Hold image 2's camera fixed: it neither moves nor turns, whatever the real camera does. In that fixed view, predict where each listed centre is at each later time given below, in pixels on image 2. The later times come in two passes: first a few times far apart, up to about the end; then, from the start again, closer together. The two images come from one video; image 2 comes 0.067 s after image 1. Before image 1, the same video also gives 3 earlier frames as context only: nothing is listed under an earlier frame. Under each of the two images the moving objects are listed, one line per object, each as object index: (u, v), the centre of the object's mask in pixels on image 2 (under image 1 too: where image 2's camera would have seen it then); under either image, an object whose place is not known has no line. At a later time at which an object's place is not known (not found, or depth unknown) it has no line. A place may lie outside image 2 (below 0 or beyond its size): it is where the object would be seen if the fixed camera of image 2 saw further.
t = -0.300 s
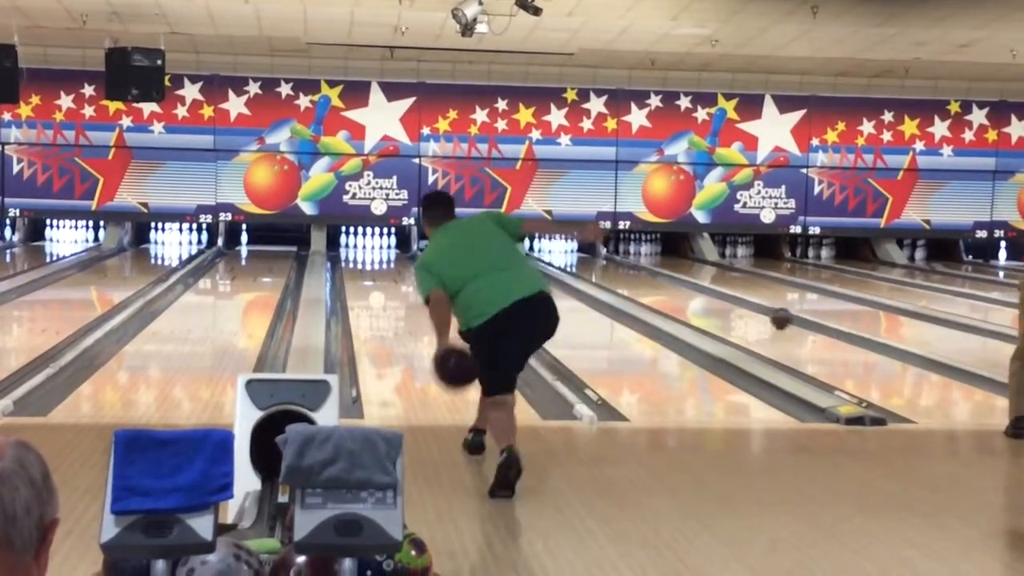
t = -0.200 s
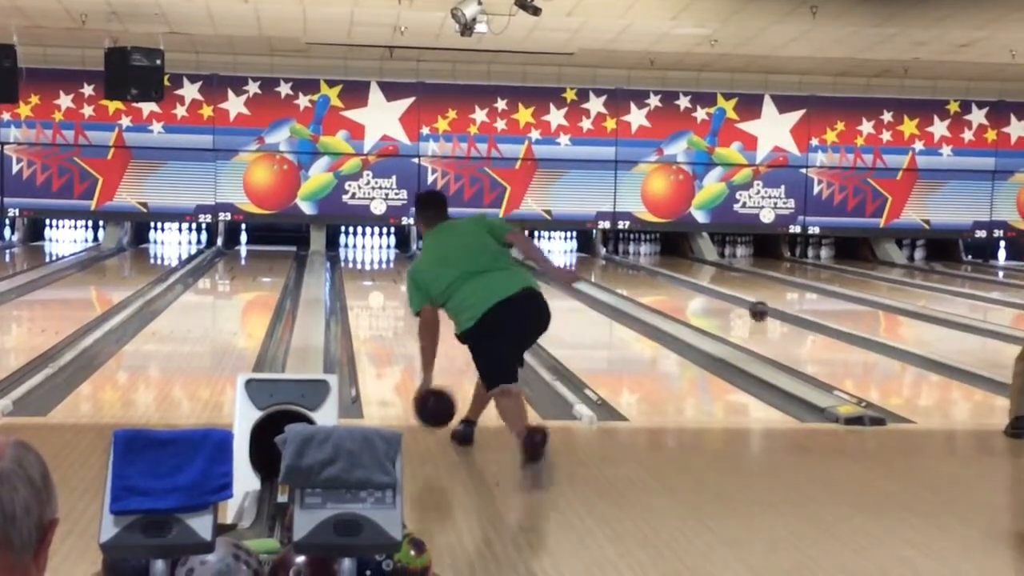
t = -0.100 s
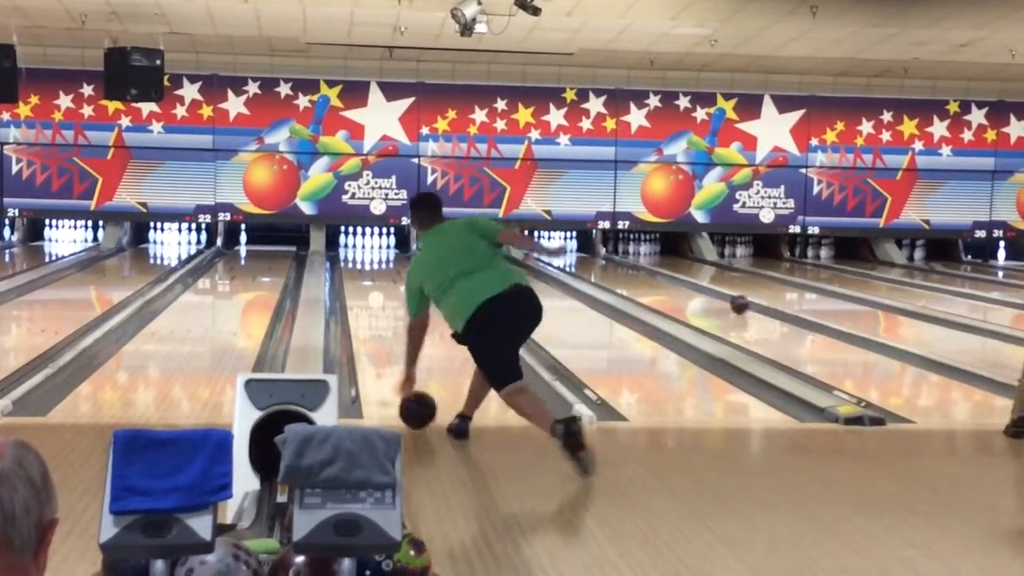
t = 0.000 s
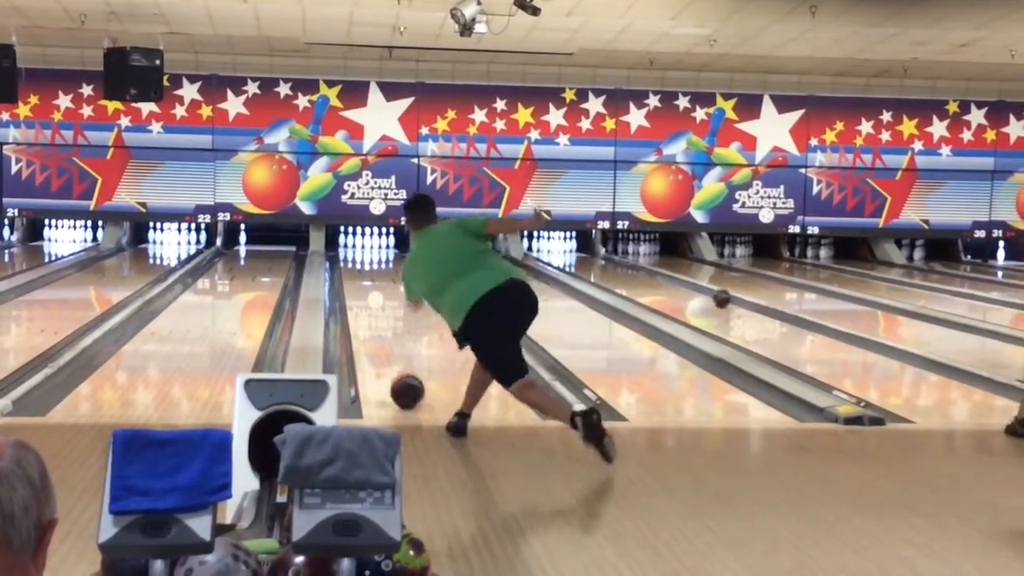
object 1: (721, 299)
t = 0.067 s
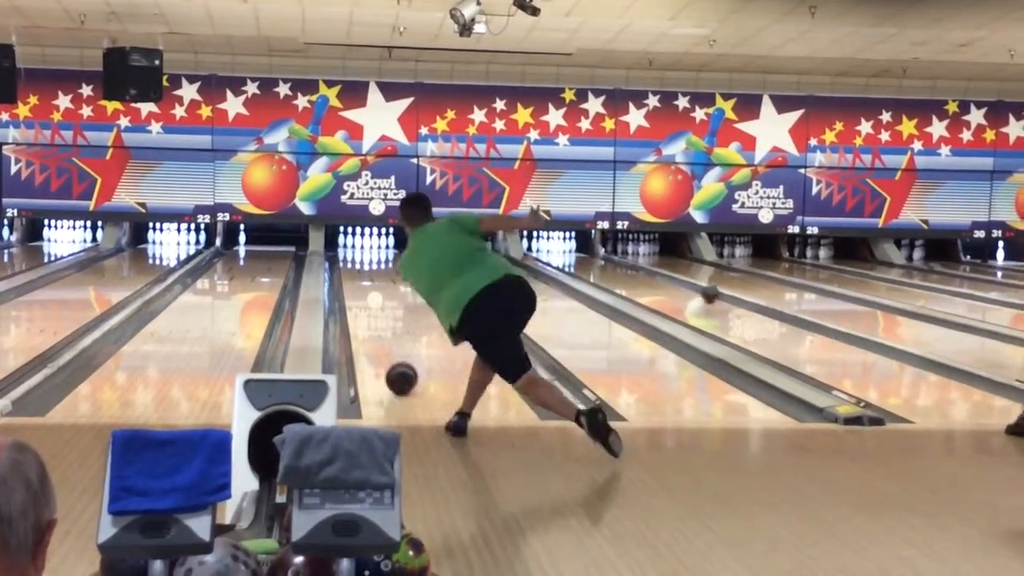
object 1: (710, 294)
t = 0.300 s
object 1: (677, 283)
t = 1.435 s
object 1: (566, 250)
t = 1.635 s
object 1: (553, 247)
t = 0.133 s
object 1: (700, 290)
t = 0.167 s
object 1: (694, 289)
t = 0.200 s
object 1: (689, 288)
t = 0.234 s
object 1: (685, 286)
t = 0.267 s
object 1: (681, 284)
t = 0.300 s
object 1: (677, 283)
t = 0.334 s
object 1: (672, 281)
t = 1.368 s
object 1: (571, 252)
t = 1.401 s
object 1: (568, 251)
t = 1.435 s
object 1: (566, 250)
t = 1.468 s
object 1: (564, 250)
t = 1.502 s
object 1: (560, 250)
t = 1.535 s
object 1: (558, 249)
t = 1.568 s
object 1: (557, 248)
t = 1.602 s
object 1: (556, 248)
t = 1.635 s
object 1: (553, 247)
